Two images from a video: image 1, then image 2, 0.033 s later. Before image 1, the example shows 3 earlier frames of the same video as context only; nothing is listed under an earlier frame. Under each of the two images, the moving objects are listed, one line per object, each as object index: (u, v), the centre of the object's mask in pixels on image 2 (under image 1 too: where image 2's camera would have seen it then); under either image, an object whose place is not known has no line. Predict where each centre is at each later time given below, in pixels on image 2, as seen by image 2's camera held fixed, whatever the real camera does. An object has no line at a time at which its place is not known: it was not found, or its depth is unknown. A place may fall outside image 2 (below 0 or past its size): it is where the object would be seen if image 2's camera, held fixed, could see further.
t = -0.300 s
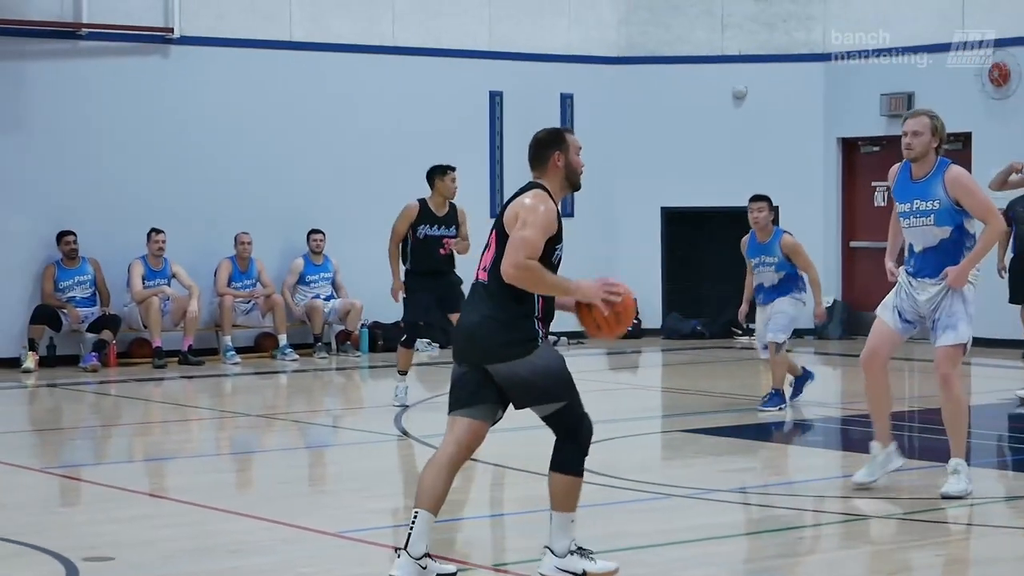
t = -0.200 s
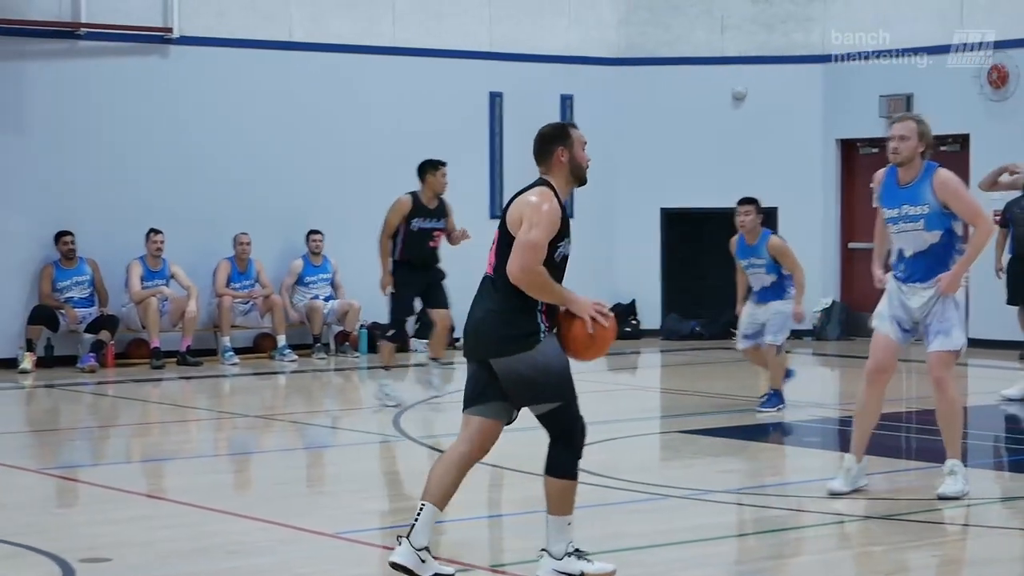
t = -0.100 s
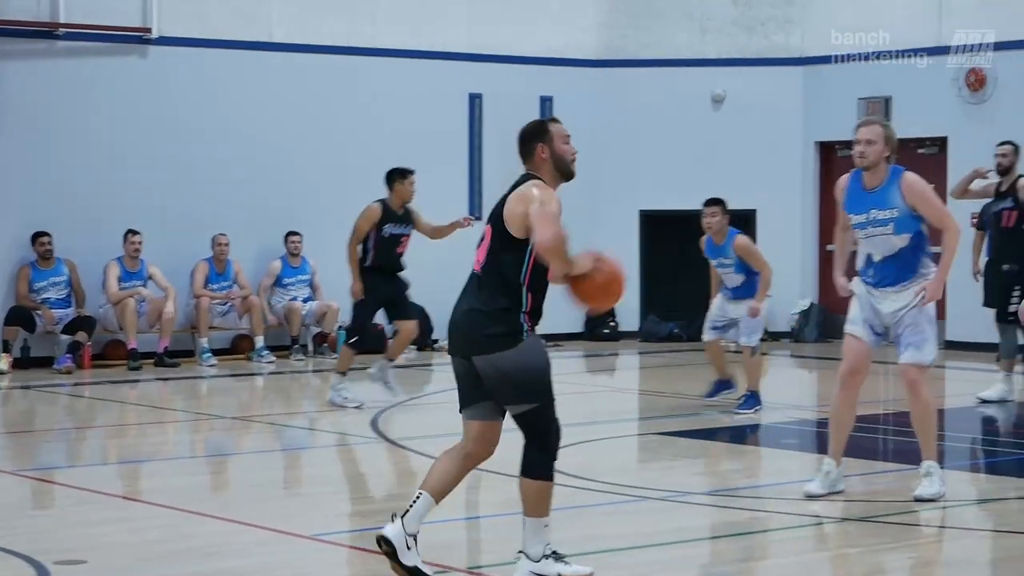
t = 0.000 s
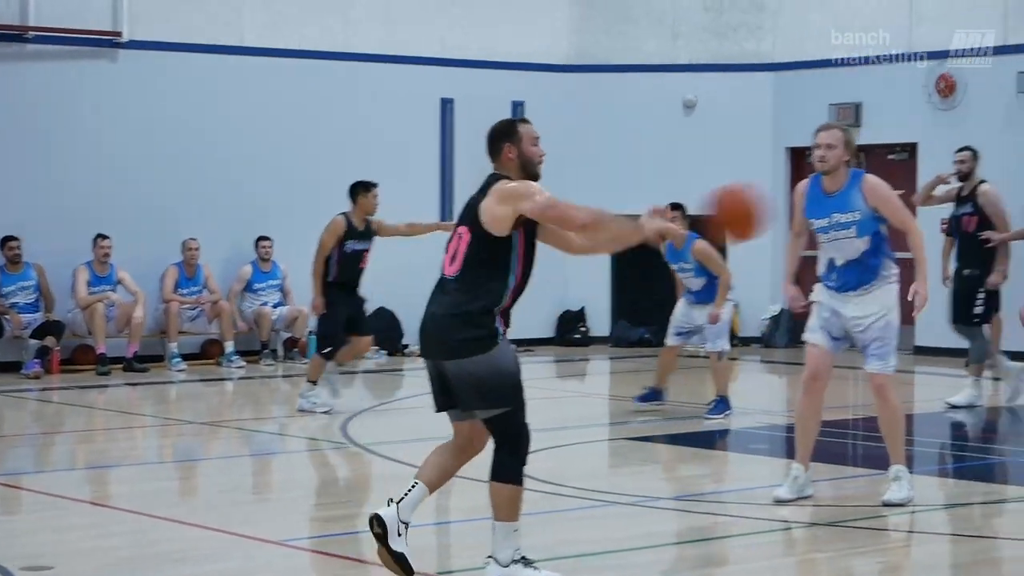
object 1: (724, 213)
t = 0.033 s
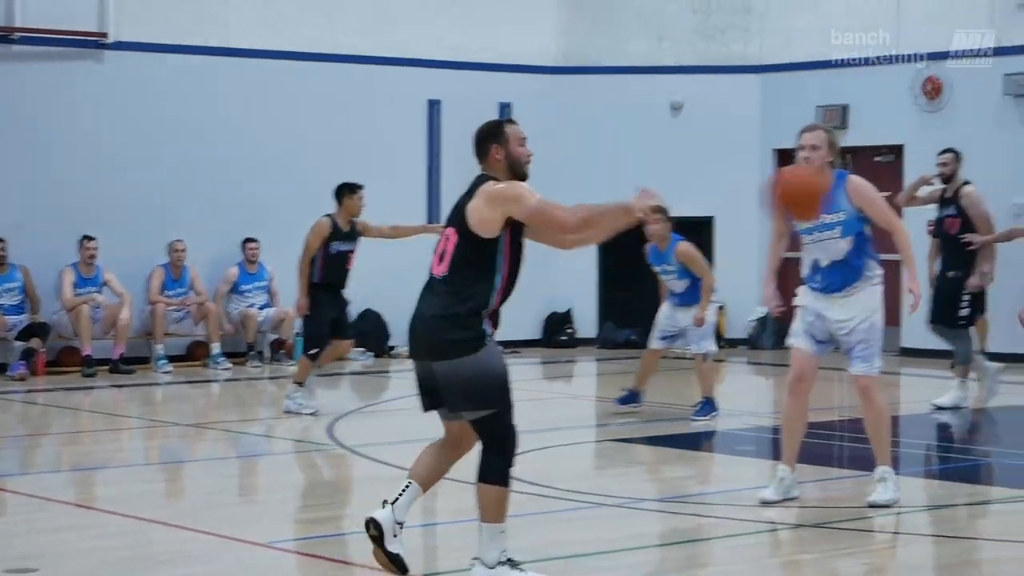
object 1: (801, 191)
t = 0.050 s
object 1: (840, 180)
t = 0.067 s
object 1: (879, 171)
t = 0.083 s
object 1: (914, 166)
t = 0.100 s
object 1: (956, 158)
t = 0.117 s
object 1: (996, 151)
